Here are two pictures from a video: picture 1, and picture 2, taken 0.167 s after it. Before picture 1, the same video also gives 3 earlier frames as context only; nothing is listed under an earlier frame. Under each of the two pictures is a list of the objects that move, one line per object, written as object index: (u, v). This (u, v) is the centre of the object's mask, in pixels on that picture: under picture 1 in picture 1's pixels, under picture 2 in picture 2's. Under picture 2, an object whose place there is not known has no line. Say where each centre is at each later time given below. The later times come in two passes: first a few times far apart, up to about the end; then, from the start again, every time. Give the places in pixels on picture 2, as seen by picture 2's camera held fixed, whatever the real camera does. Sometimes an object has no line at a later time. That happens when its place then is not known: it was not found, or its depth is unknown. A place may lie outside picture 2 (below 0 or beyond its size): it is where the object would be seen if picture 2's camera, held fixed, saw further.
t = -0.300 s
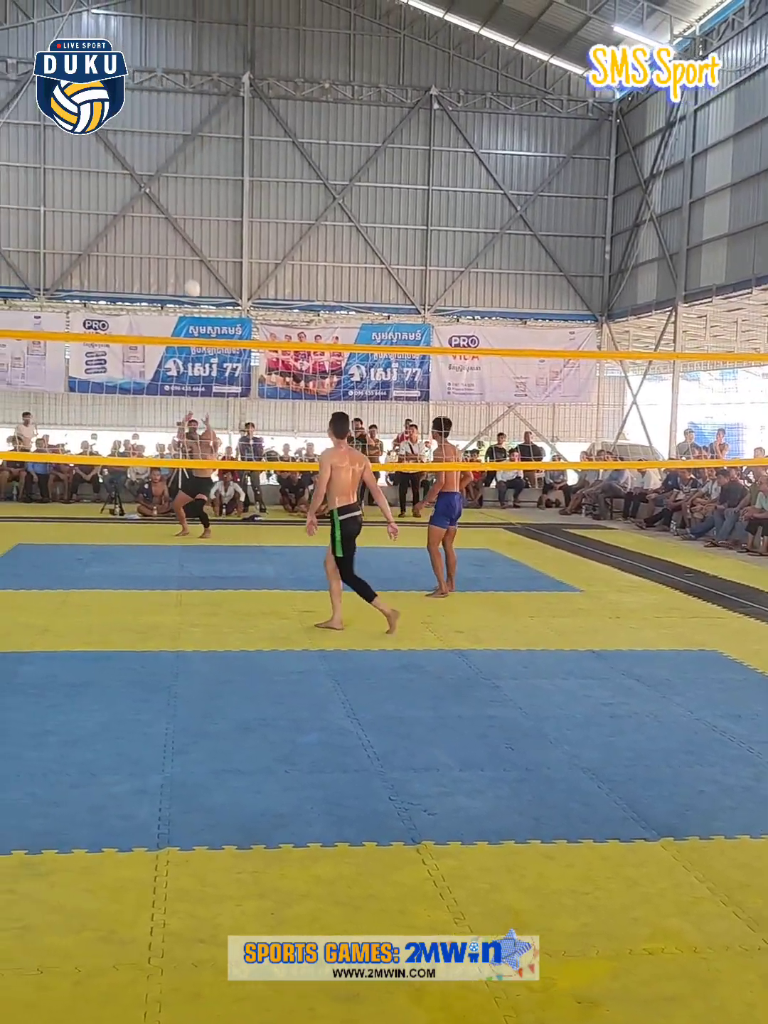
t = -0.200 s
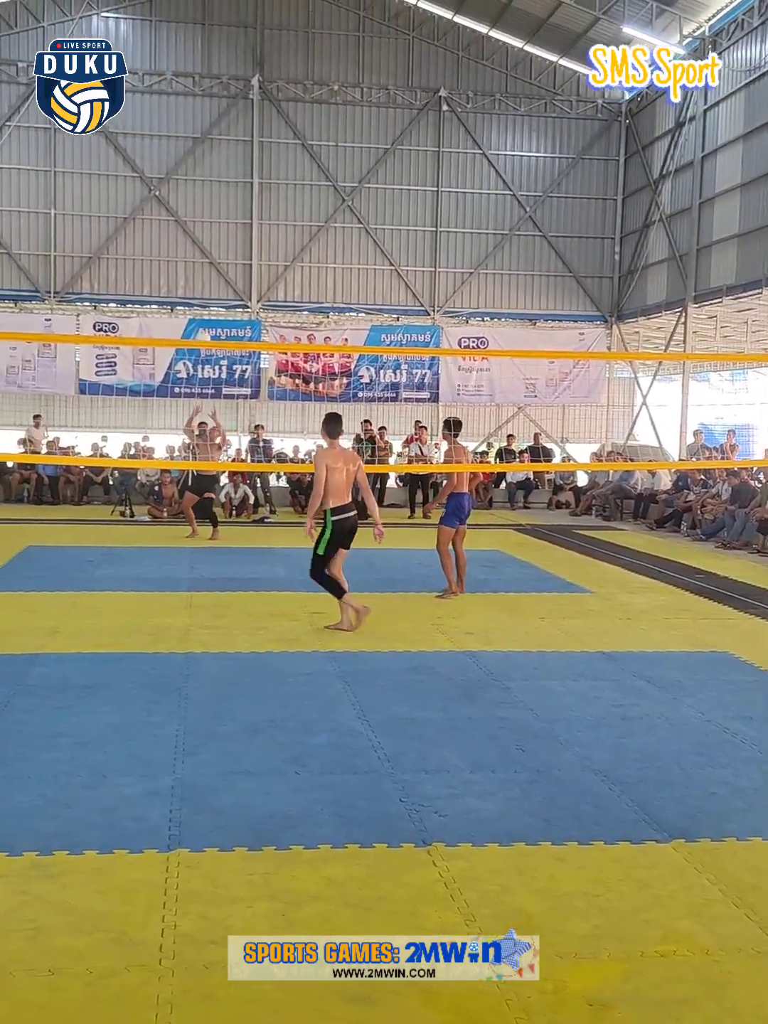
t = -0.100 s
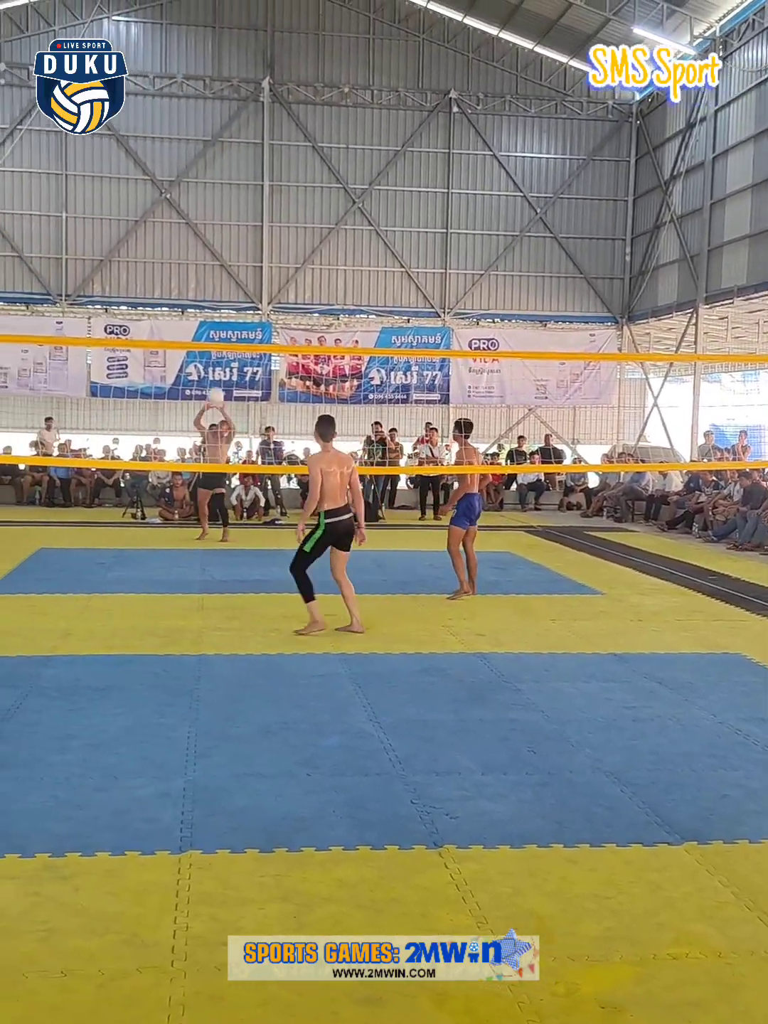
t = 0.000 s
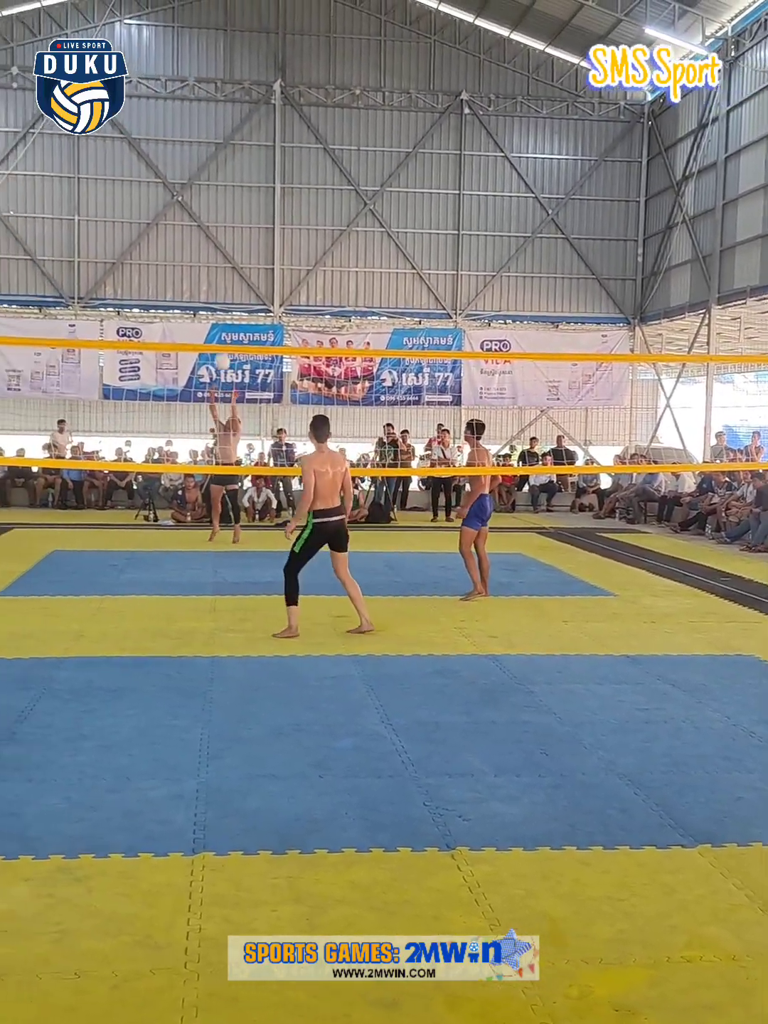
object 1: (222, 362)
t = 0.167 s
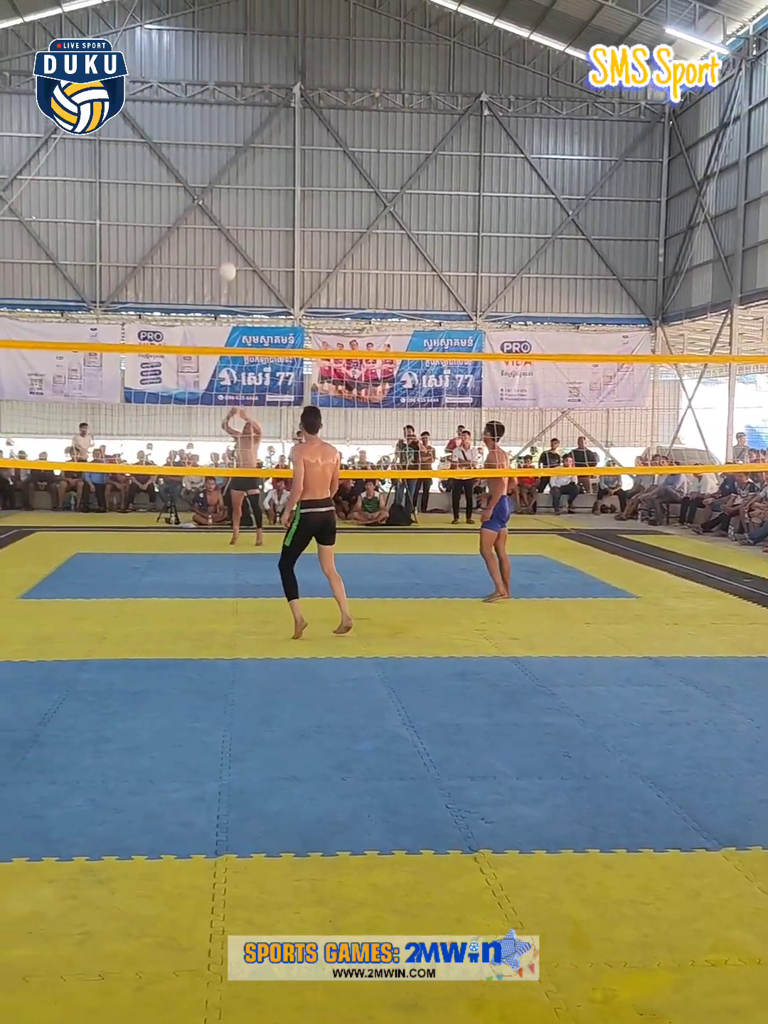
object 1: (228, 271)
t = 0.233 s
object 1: (222, 238)
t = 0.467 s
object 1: (199, 148)
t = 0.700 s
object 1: (175, 94)
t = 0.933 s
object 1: (150, 85)
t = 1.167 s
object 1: (123, 124)
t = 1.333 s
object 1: (104, 185)
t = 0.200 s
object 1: (225, 254)
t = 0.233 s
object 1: (222, 238)
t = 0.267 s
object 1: (219, 223)
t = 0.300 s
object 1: (215, 209)
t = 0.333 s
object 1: (212, 195)
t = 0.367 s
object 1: (209, 182)
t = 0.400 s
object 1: (206, 170)
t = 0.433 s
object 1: (203, 158)
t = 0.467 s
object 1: (199, 148)
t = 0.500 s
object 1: (196, 137)
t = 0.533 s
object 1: (193, 128)
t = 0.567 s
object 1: (189, 120)
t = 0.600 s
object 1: (186, 112)
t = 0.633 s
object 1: (182, 105)
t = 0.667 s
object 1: (179, 99)
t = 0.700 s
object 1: (175, 94)
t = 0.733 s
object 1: (172, 90)
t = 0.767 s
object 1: (168, 87)
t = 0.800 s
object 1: (164, 85)
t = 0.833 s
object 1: (161, 84)
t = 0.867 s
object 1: (157, 83)
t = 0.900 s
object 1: (154, 83)
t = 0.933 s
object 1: (150, 85)
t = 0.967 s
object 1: (146, 87)
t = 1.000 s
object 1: (142, 91)
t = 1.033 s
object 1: (138, 96)
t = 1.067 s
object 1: (134, 101)
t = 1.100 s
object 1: (131, 108)
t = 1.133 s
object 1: (127, 115)
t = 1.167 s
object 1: (123, 124)
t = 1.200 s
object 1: (119, 134)
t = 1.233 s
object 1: (116, 145)
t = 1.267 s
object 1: (112, 157)
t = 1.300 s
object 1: (108, 170)
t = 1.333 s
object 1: (104, 185)
